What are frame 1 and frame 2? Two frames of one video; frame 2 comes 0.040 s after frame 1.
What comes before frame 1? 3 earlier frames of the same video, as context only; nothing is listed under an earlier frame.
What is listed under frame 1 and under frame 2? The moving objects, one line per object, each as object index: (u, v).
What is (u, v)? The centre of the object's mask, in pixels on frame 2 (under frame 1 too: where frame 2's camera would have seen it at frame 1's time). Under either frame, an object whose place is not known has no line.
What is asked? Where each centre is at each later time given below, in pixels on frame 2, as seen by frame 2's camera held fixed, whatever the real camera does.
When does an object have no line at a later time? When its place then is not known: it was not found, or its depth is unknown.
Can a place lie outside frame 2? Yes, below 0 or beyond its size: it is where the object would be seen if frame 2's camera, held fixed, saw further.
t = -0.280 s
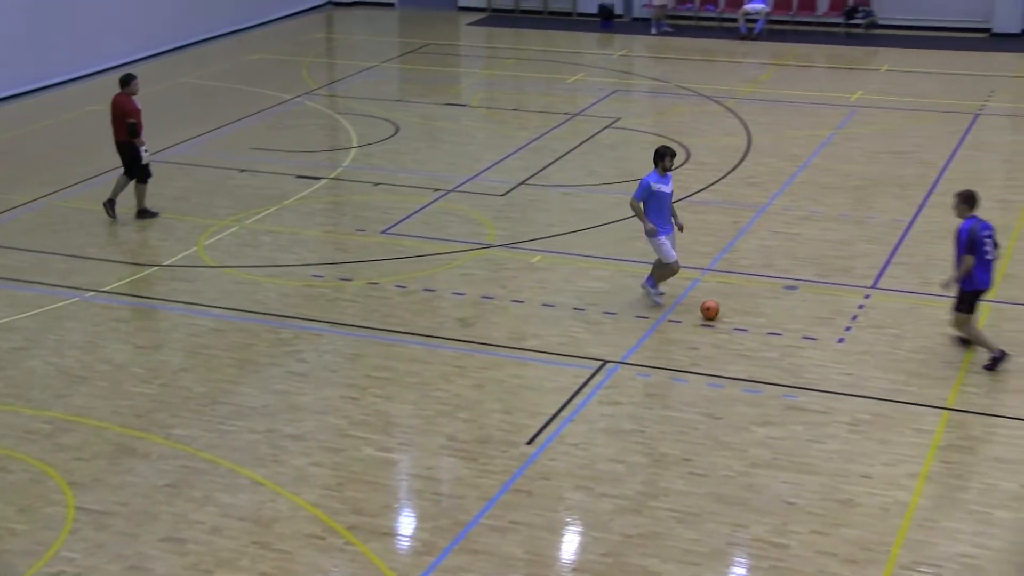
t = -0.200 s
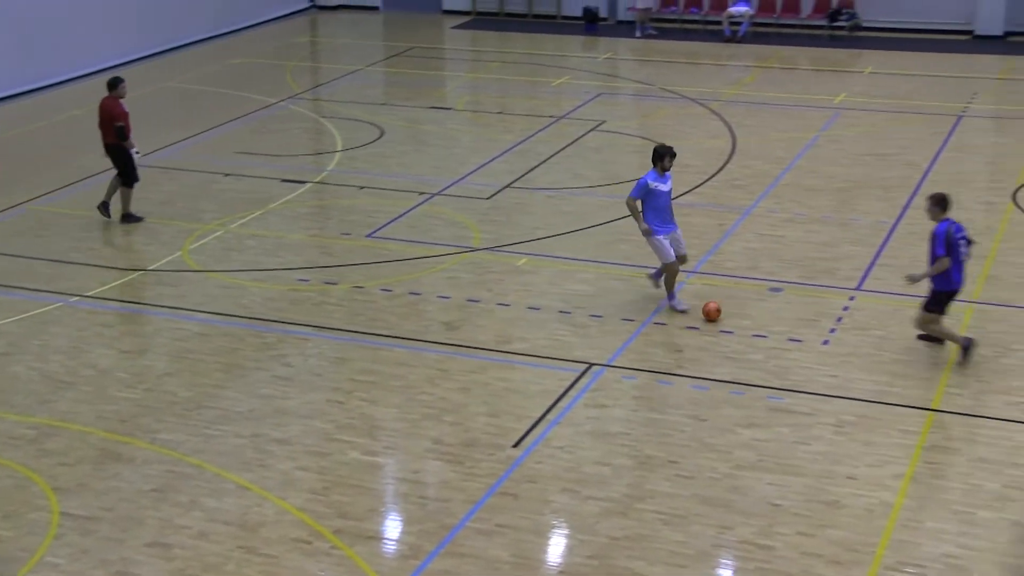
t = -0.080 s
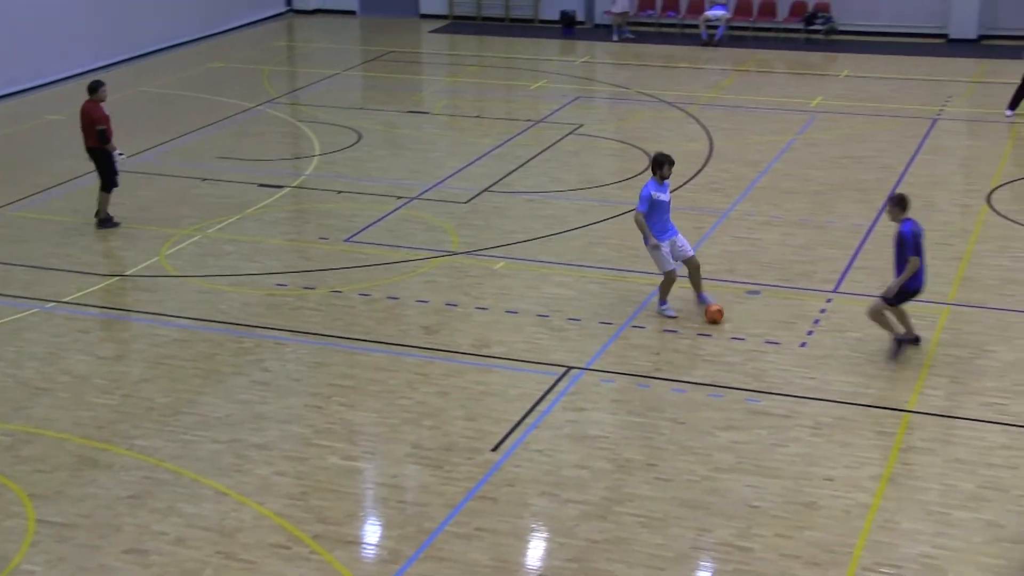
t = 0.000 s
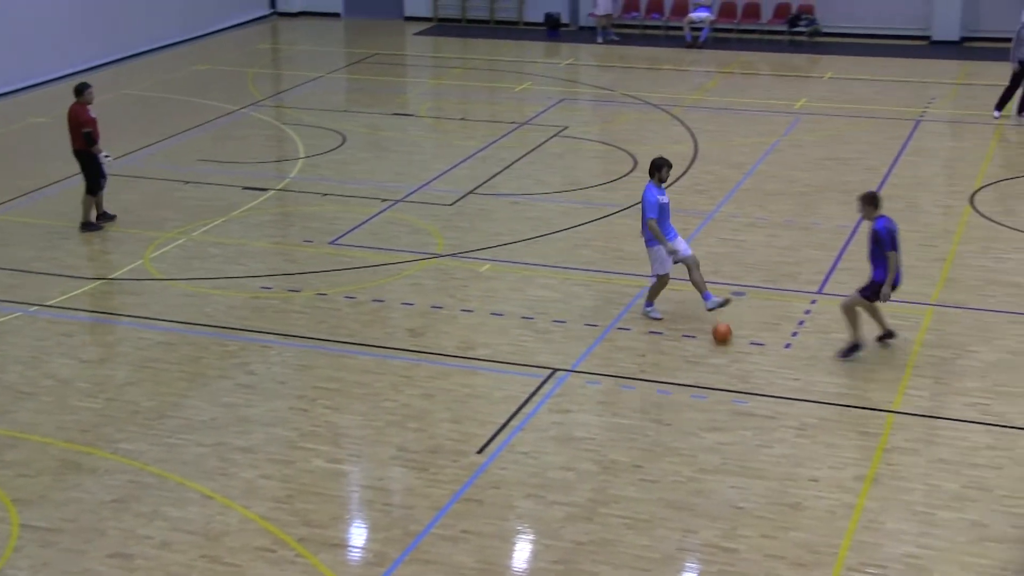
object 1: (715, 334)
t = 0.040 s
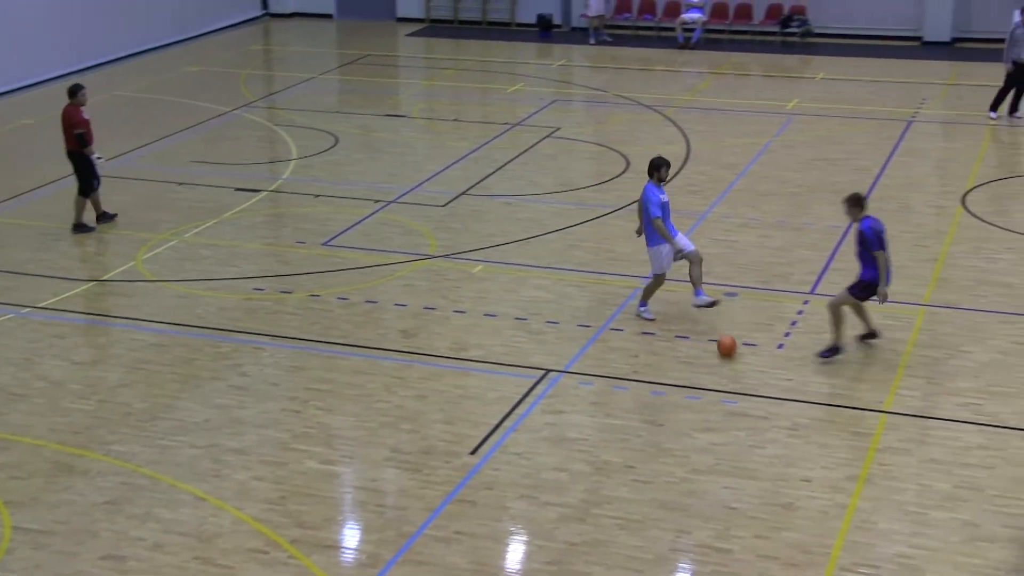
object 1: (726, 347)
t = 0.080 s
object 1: (739, 359)
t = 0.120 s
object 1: (752, 372)
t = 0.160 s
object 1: (765, 385)
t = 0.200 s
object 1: (779, 398)
